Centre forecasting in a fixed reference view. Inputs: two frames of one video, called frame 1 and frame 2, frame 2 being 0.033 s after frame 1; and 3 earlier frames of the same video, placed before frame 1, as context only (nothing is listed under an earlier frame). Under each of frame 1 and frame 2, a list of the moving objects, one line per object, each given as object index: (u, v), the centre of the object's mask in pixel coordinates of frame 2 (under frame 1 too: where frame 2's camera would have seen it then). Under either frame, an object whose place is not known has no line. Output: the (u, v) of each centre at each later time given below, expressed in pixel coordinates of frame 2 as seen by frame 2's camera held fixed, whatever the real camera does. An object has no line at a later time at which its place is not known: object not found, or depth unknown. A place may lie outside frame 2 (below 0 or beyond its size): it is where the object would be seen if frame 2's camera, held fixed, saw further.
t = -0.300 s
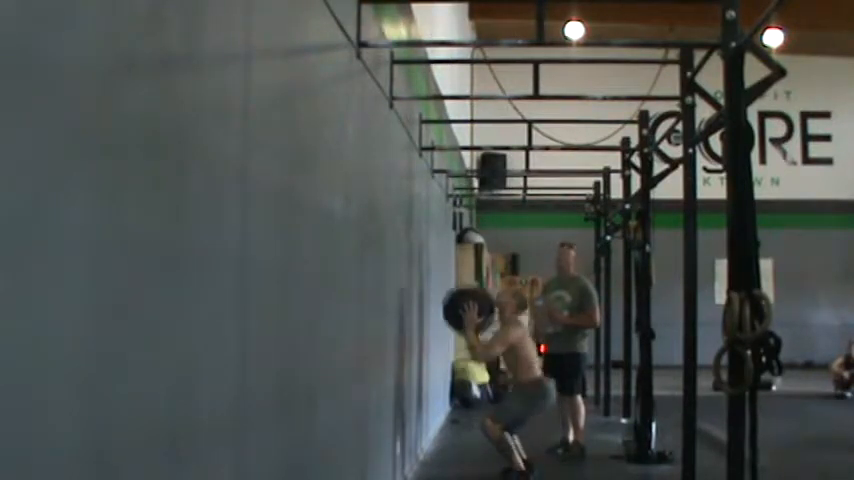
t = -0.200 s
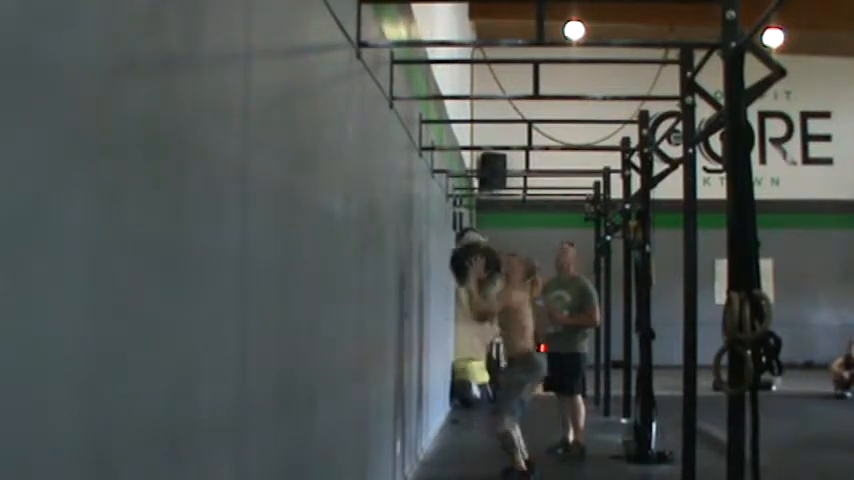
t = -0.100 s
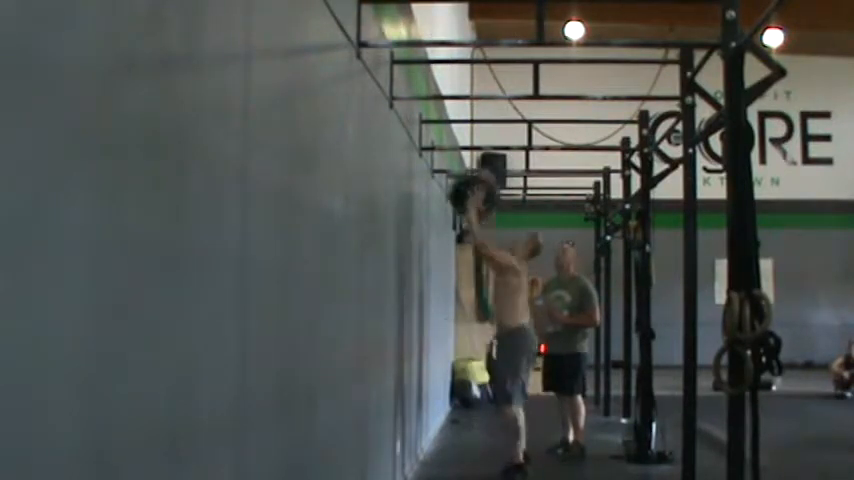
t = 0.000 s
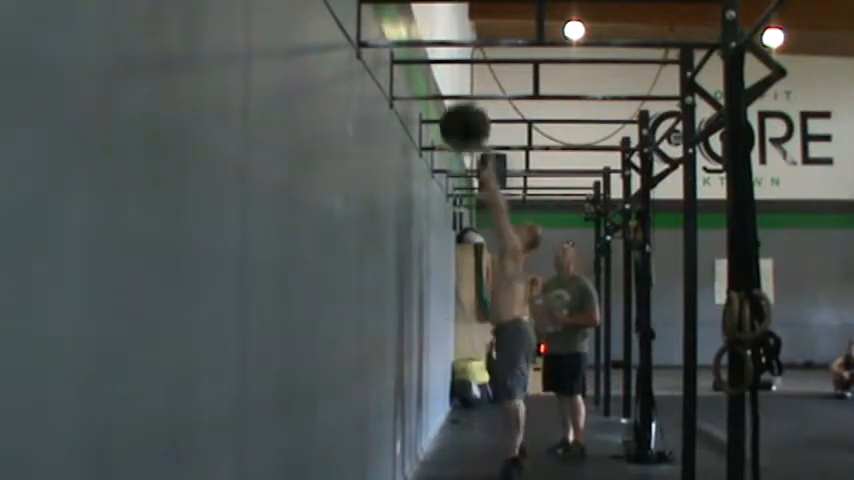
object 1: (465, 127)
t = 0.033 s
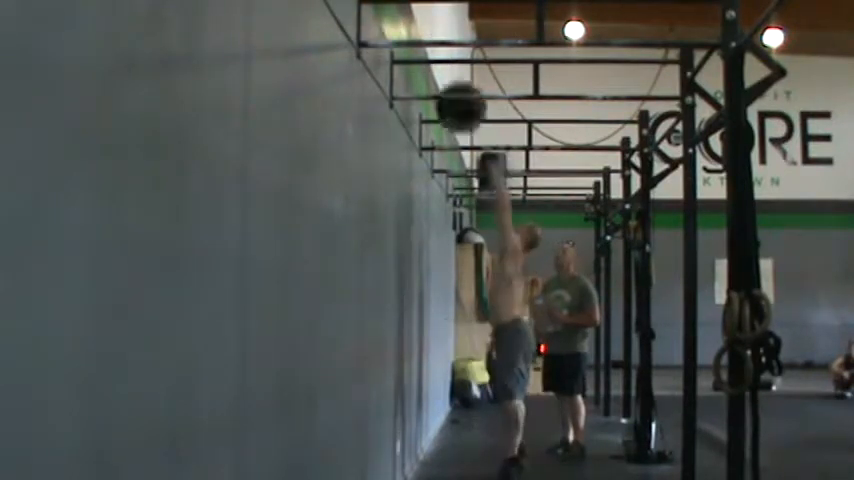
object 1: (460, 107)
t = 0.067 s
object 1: (457, 89)
